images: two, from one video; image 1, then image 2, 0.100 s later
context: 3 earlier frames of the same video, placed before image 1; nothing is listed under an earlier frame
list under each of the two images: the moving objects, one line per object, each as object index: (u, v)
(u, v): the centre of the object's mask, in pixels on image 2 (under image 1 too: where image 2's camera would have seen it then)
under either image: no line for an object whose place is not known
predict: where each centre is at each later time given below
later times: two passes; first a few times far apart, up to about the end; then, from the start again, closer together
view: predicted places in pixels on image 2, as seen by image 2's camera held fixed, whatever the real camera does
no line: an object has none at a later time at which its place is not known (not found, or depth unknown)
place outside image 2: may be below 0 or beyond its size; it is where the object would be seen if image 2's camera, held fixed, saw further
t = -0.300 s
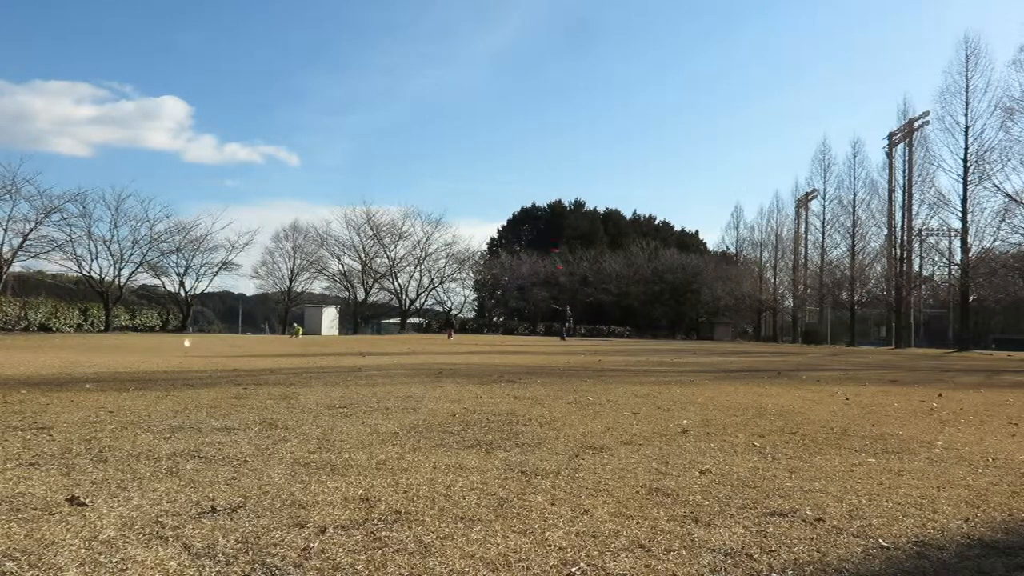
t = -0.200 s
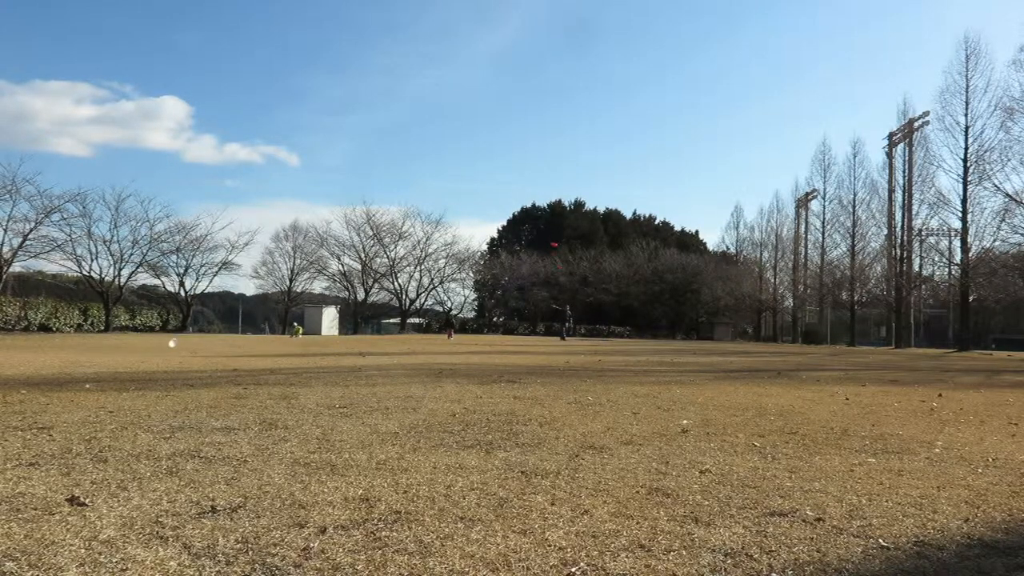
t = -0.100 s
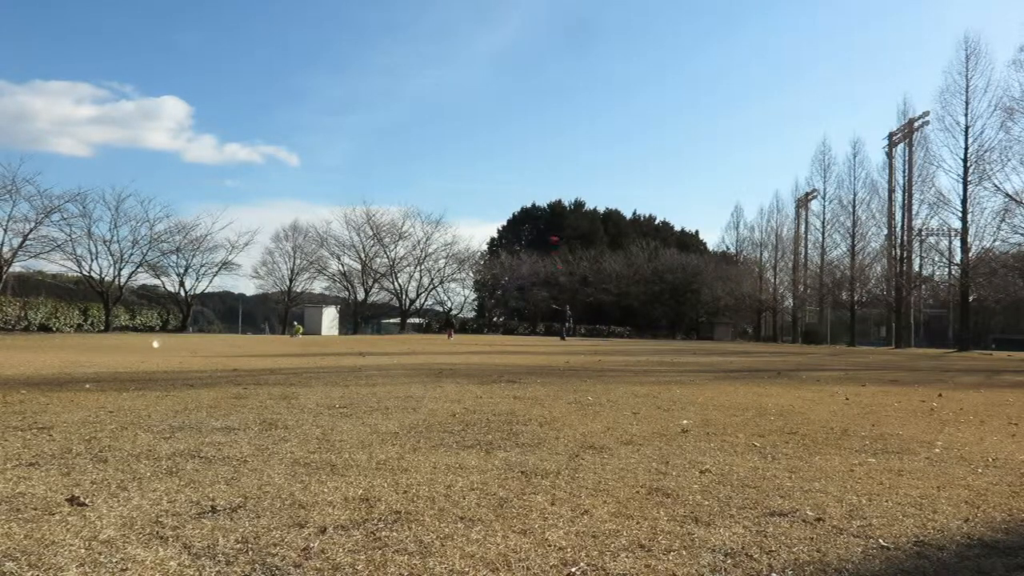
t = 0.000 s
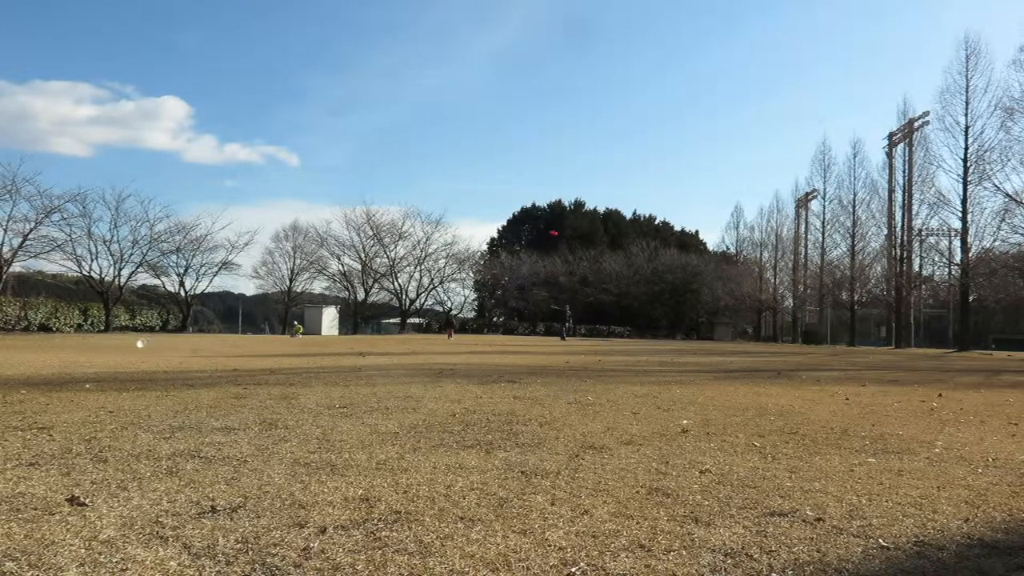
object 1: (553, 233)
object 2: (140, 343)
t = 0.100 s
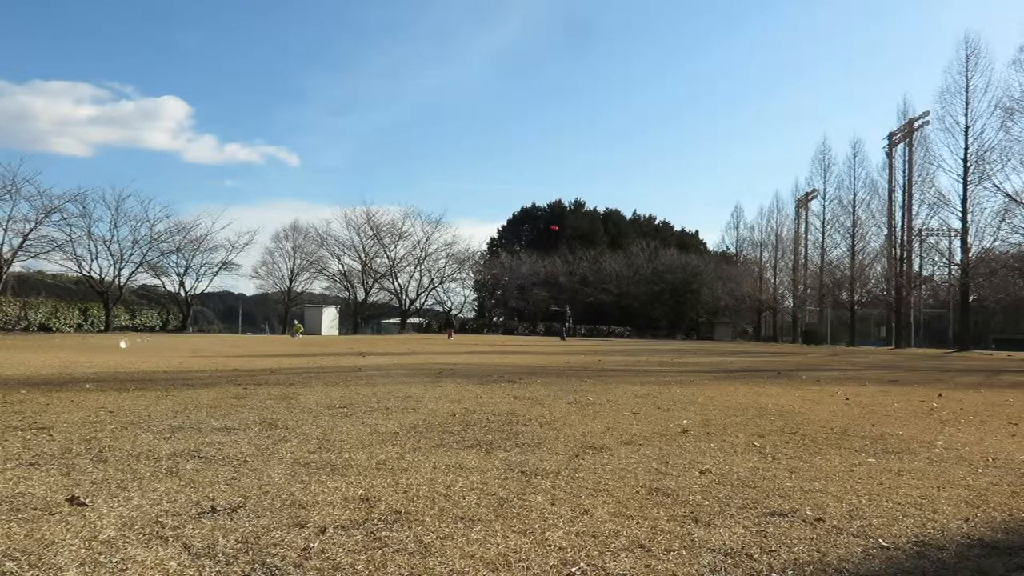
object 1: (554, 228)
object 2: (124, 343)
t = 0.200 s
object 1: (556, 225)
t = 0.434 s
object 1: (561, 214)
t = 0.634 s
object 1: (569, 208)
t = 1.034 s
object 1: (605, 192)
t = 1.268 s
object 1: (643, 187)
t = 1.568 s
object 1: (727, 187)
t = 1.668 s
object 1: (770, 190)
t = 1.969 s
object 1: (1003, 219)
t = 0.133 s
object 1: (554, 227)
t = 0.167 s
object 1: (555, 225)
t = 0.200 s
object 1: (556, 225)
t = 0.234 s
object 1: (555, 223)
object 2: (100, 344)
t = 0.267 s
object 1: (555, 220)
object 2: (94, 345)
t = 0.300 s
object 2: (88, 345)
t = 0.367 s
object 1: (559, 215)
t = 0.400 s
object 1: (559, 214)
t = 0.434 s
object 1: (561, 214)
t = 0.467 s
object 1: (562, 213)
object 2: (56, 346)
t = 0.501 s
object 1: (563, 211)
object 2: (50, 345)
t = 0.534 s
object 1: (563, 211)
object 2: (43, 345)
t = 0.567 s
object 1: (565, 210)
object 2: (36, 346)
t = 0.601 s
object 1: (568, 208)
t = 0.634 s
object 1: (569, 208)
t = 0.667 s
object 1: (571, 205)
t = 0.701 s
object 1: (574, 204)
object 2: (7, 346)
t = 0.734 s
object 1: (575, 203)
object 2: (3, 346)
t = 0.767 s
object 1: (577, 202)
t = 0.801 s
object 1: (580, 201)
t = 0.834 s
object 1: (583, 199)
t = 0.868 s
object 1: (586, 197)
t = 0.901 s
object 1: (589, 196)
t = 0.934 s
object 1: (593, 195)
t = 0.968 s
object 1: (596, 194)
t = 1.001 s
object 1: (600, 193)
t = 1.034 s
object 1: (605, 192)
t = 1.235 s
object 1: (636, 187)
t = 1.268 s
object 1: (643, 187)
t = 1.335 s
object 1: (657, 186)
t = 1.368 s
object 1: (665, 186)
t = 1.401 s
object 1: (674, 185)
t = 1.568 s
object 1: (727, 187)
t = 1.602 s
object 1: (741, 188)
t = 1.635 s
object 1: (755, 189)
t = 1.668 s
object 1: (770, 190)
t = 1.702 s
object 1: (788, 192)
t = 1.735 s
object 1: (806, 194)
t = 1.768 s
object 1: (826, 196)
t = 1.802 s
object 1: (849, 199)
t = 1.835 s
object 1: (875, 202)
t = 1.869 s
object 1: (901, 205)
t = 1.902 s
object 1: (932, 209)
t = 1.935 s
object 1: (967, 214)
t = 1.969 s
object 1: (1003, 219)
